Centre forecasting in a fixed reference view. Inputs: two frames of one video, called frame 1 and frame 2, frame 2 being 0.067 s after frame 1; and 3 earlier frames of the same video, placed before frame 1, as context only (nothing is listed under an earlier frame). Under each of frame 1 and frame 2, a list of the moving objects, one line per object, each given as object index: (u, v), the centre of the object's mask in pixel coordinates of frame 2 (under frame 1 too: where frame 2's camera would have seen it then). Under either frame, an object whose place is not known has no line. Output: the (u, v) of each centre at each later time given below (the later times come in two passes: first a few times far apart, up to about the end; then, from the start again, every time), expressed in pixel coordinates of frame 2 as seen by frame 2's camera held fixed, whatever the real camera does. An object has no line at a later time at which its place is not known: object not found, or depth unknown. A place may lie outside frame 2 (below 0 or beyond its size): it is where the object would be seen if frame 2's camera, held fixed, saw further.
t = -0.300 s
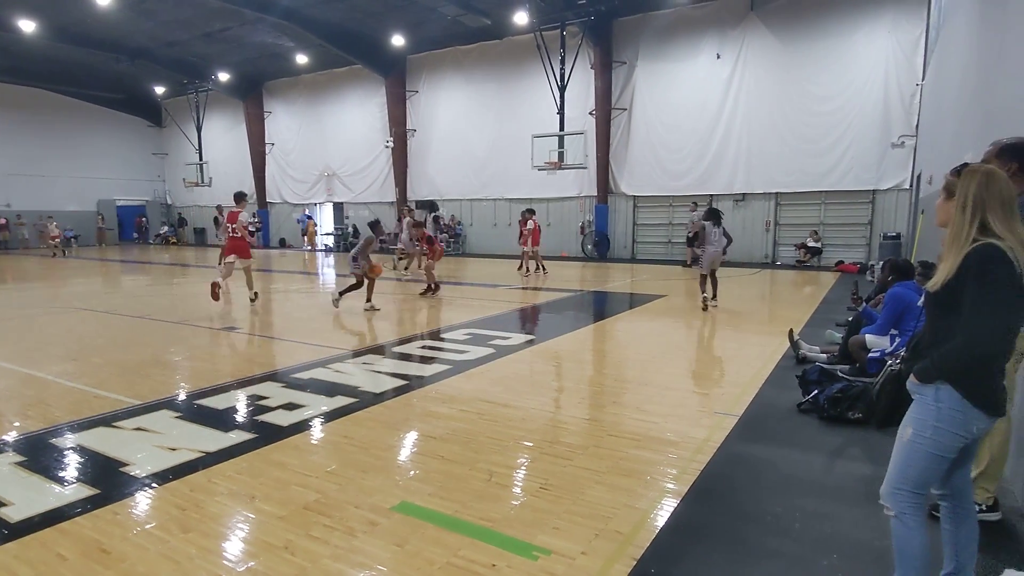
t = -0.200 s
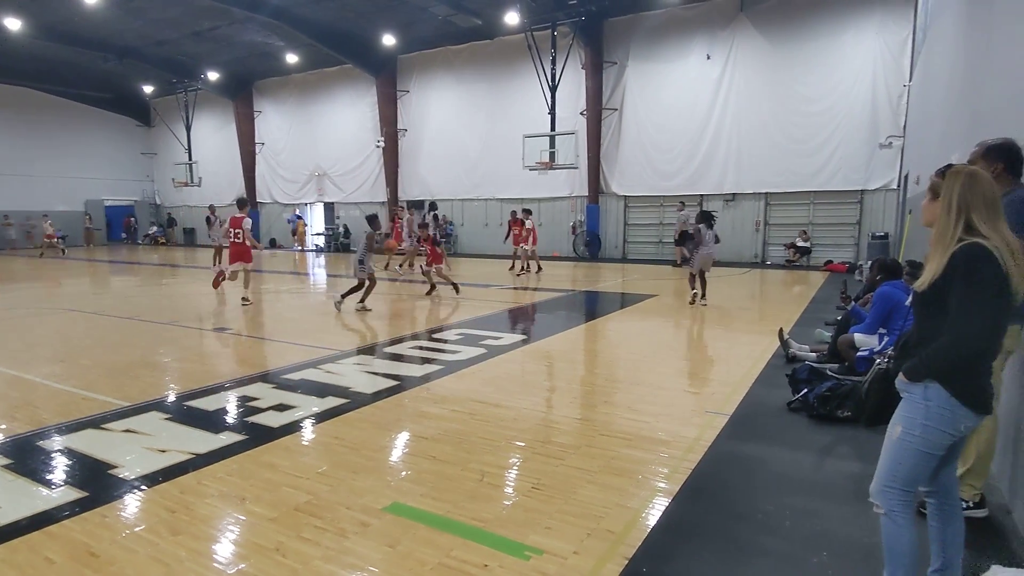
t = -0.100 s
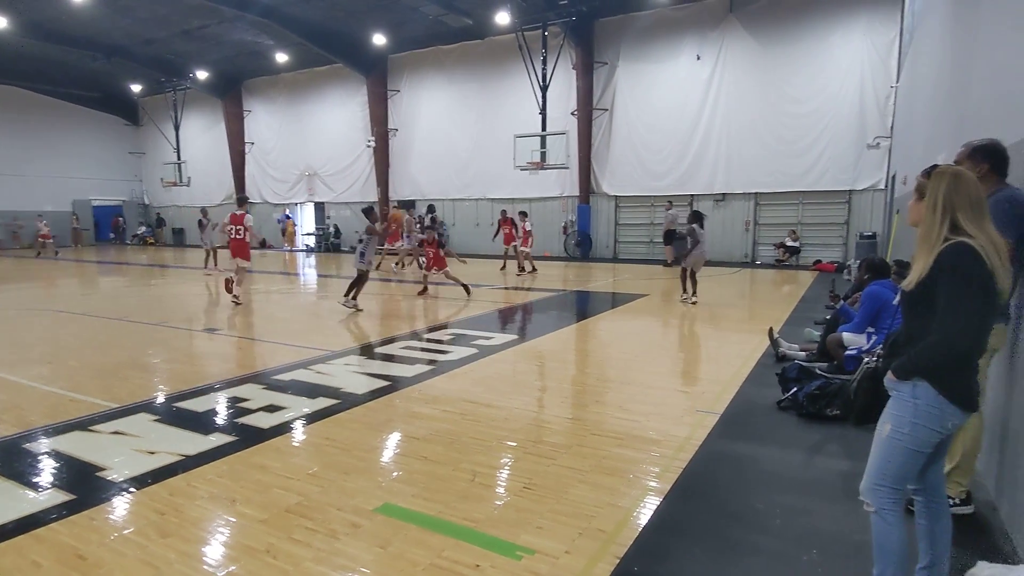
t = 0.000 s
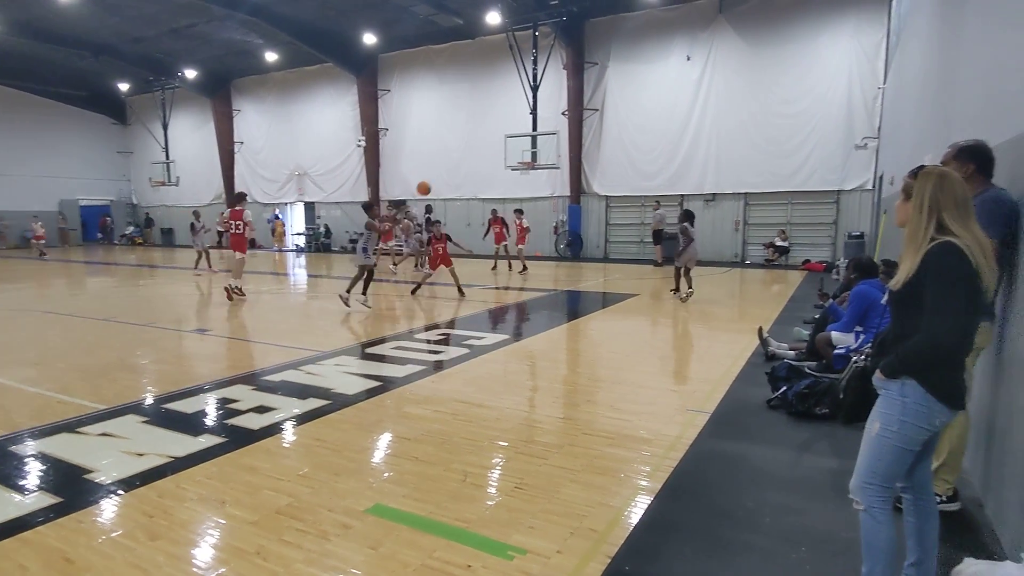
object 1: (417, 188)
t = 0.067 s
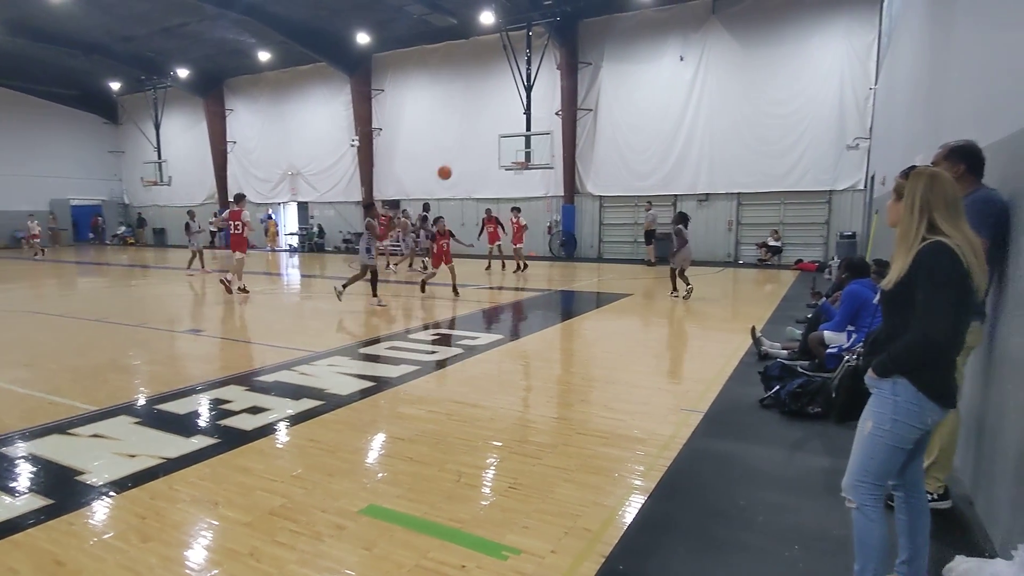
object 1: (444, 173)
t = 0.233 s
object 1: (508, 147)
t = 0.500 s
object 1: (598, 140)
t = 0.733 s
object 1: (665, 164)
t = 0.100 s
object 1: (457, 166)
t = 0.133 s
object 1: (470, 160)
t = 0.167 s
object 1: (483, 155)
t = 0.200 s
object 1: (495, 150)
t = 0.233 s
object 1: (508, 147)
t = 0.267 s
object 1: (520, 144)
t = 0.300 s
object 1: (531, 142)
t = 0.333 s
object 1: (543, 139)
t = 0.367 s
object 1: (554, 138)
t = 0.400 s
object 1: (566, 138)
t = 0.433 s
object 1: (576, 138)
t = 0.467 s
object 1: (587, 139)
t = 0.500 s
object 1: (598, 140)
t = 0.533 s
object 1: (608, 142)
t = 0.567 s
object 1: (618, 144)
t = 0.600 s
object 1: (628, 147)
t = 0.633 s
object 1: (637, 151)
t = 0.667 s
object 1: (647, 155)
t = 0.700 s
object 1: (656, 159)
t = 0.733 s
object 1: (665, 164)
